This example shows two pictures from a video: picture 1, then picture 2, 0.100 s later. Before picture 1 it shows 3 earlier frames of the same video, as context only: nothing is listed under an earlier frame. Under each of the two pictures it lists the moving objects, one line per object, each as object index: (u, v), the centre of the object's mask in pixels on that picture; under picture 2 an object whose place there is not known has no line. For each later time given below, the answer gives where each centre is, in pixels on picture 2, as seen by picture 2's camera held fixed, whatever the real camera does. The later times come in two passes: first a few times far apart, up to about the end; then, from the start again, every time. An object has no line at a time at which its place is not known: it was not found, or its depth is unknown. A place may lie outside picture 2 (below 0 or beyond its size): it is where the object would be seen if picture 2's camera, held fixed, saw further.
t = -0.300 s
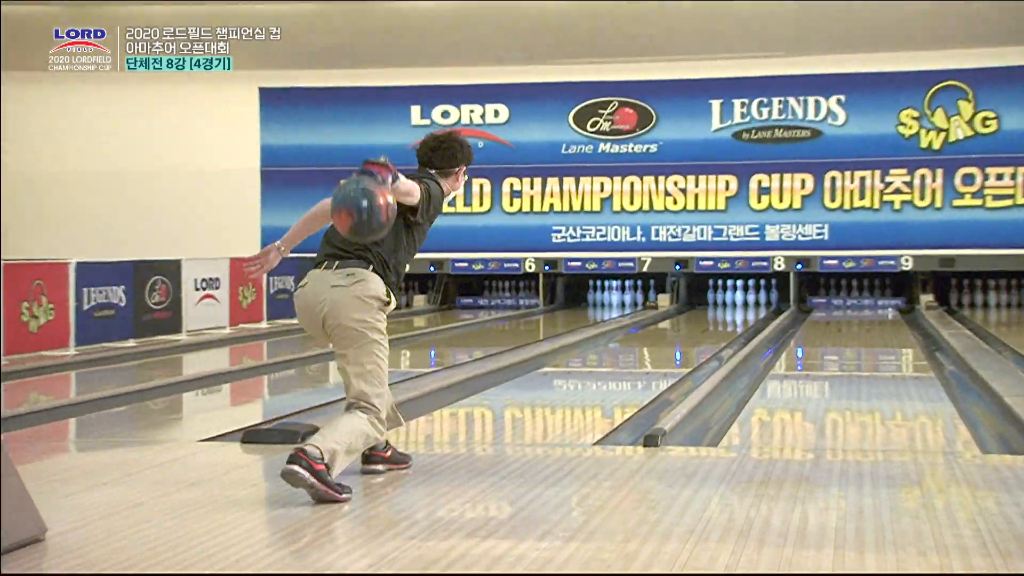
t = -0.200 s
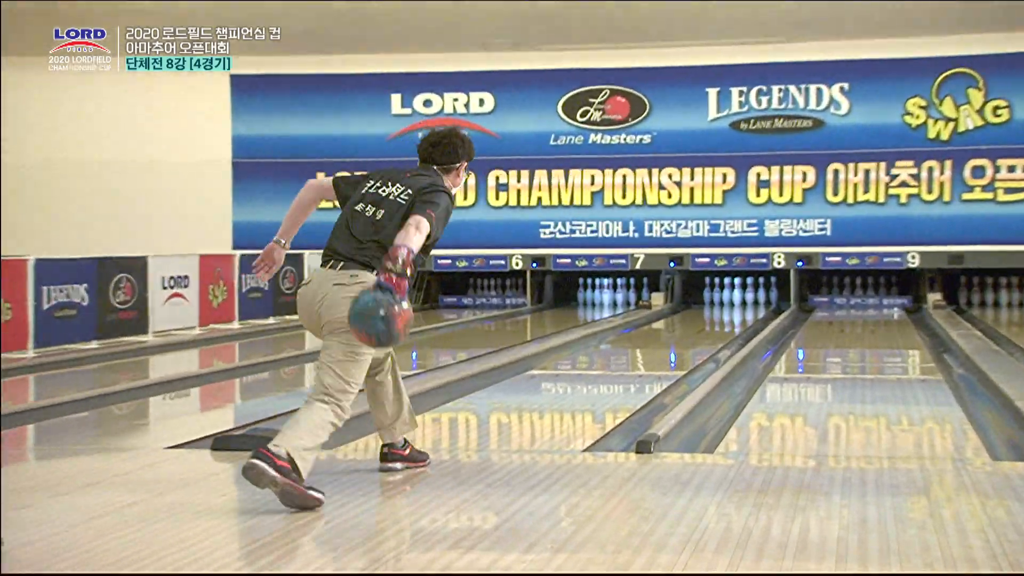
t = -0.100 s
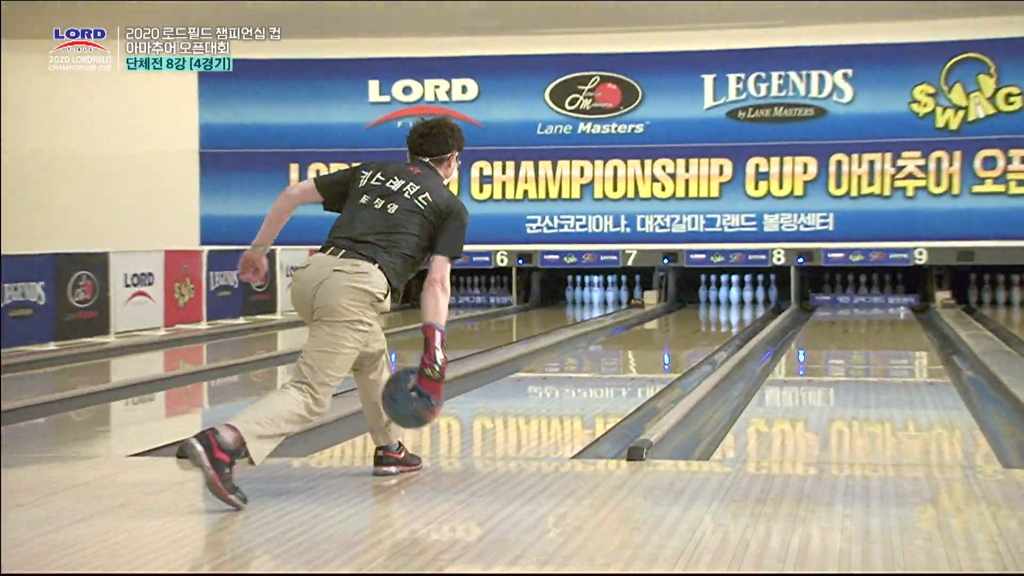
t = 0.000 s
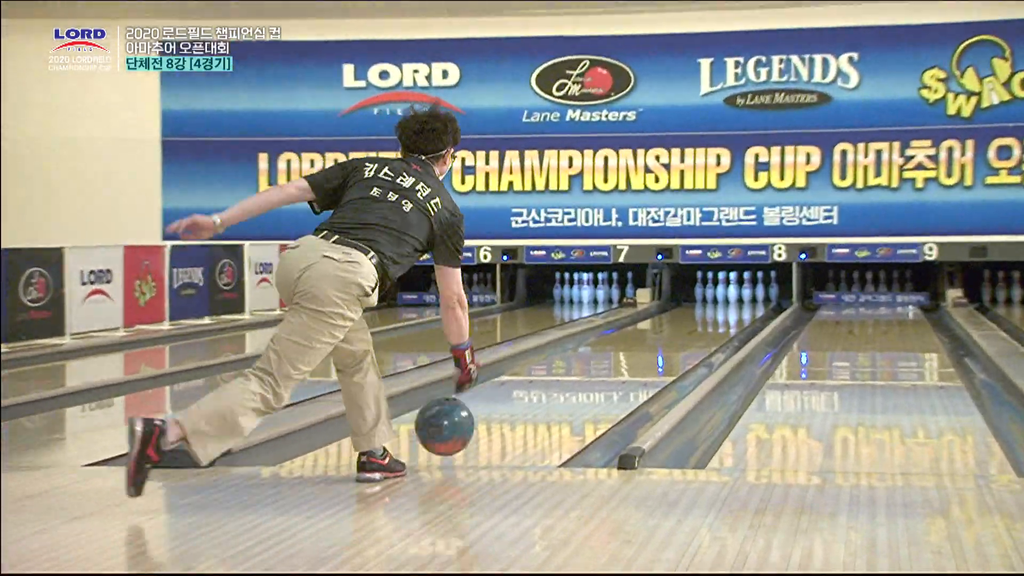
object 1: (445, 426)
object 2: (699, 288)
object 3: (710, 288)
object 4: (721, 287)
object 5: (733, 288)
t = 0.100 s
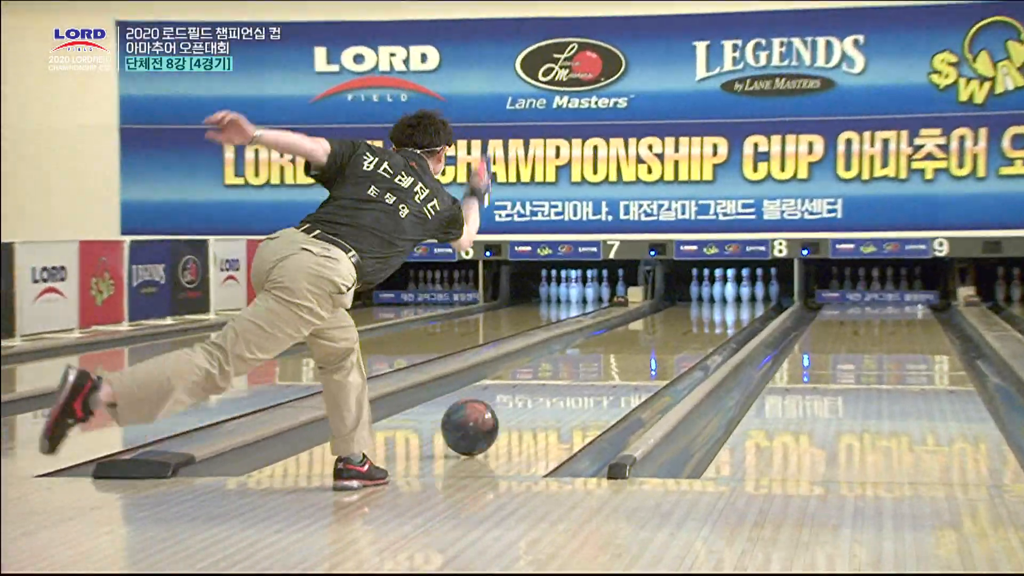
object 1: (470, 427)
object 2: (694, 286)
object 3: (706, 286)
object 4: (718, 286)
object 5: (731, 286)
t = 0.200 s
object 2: (697, 285)
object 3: (708, 286)
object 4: (721, 285)
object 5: (734, 286)
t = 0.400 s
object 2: (700, 283)
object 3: (712, 283)
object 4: (726, 283)
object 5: (740, 283)
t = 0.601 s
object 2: (700, 280)
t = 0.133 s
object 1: (483, 422)
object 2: (695, 286)
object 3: (707, 286)
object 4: (720, 286)
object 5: (732, 286)
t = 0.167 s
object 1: (496, 416)
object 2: (696, 285)
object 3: (708, 286)
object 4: (720, 285)
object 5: (733, 286)
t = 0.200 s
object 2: (697, 285)
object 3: (708, 286)
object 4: (721, 285)
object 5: (734, 286)
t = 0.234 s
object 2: (697, 285)
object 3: (709, 285)
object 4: (722, 285)
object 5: (735, 286)
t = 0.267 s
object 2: (698, 284)
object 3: (710, 284)
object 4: (723, 284)
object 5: (736, 285)
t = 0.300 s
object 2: (698, 284)
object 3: (710, 285)
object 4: (724, 284)
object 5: (737, 285)
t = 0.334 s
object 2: (699, 284)
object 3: (711, 285)
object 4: (724, 284)
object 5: (738, 284)
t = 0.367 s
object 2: (699, 284)
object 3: (712, 284)
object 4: (725, 283)
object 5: (739, 284)
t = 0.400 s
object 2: (700, 283)
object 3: (712, 283)
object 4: (726, 283)
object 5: (740, 283)
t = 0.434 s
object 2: (700, 282)
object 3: (713, 283)
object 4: (727, 282)
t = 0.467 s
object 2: (700, 282)
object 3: (713, 283)
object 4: (727, 282)
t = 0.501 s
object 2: (701, 281)
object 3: (714, 282)
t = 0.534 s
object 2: (701, 280)
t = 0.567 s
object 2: (701, 280)
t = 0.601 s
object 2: (700, 280)
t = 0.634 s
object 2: (700, 280)
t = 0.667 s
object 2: (700, 279)
